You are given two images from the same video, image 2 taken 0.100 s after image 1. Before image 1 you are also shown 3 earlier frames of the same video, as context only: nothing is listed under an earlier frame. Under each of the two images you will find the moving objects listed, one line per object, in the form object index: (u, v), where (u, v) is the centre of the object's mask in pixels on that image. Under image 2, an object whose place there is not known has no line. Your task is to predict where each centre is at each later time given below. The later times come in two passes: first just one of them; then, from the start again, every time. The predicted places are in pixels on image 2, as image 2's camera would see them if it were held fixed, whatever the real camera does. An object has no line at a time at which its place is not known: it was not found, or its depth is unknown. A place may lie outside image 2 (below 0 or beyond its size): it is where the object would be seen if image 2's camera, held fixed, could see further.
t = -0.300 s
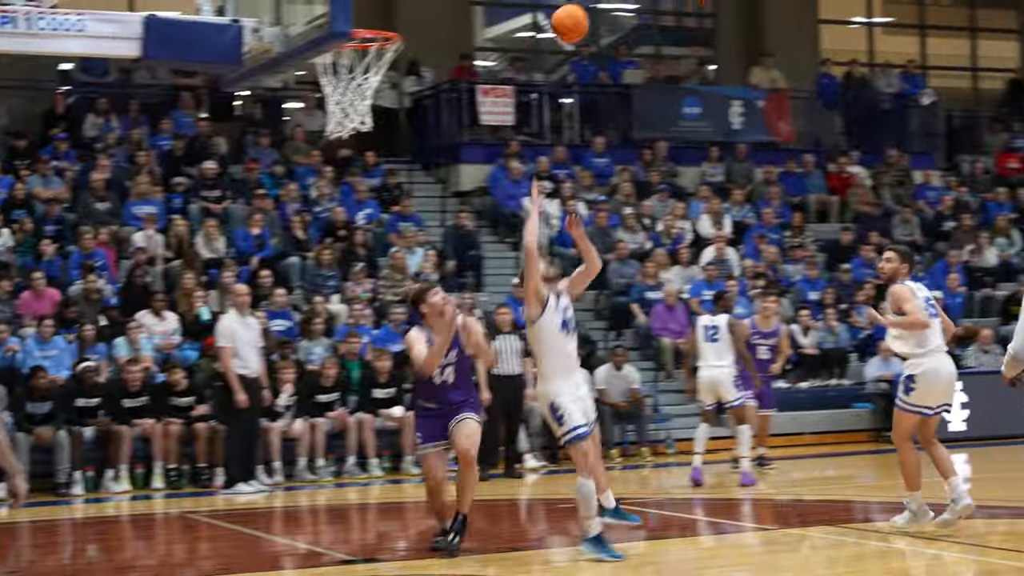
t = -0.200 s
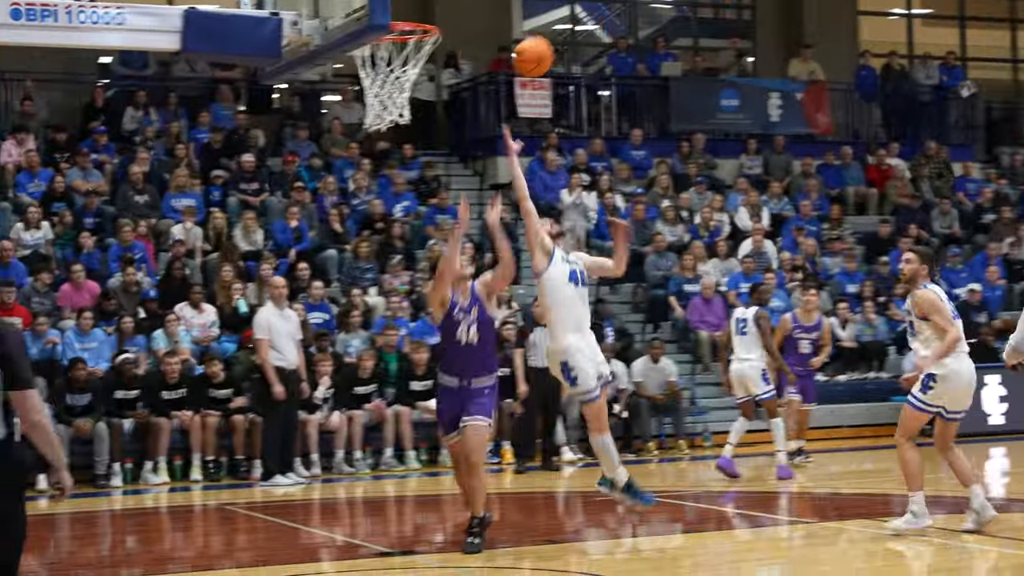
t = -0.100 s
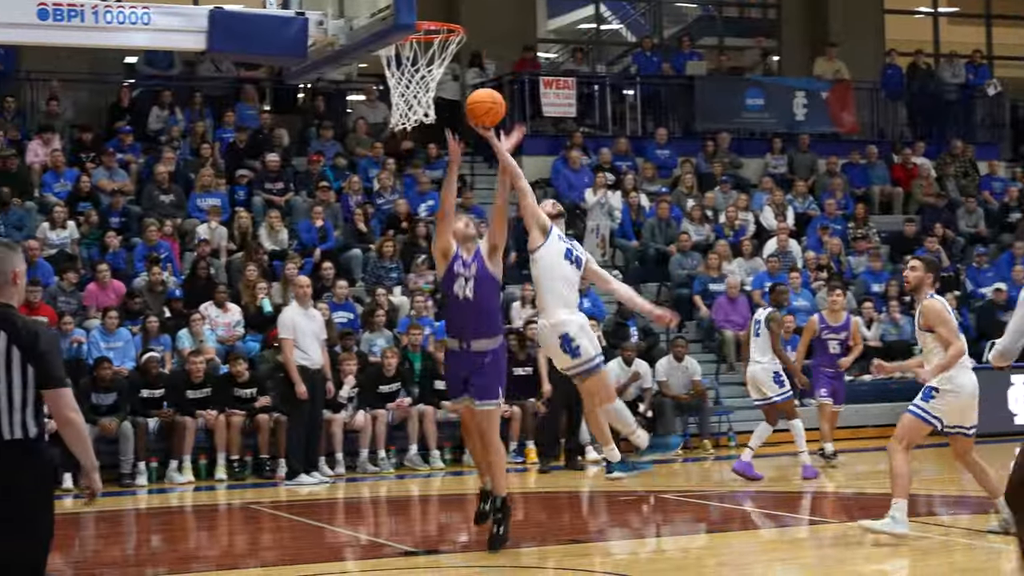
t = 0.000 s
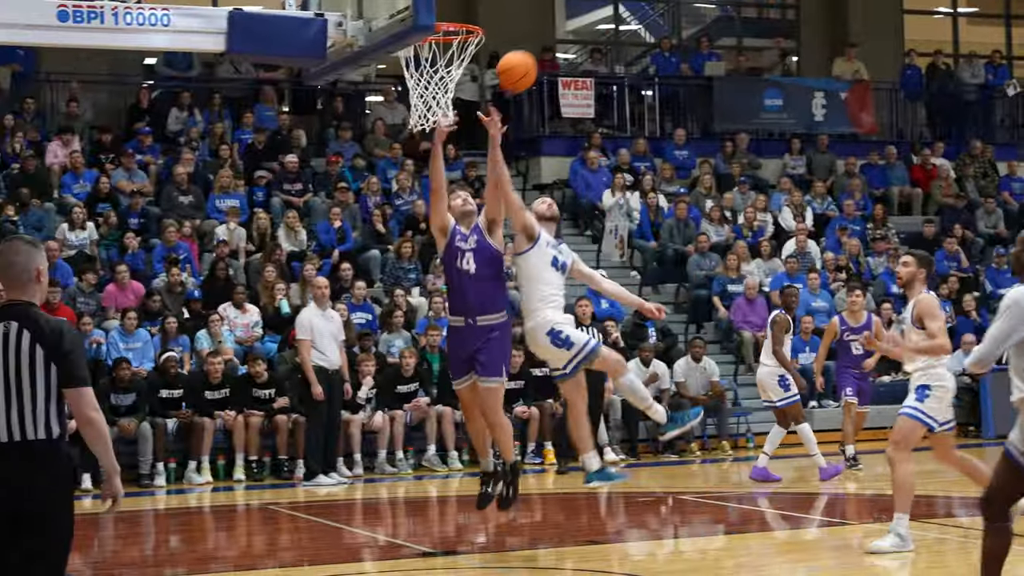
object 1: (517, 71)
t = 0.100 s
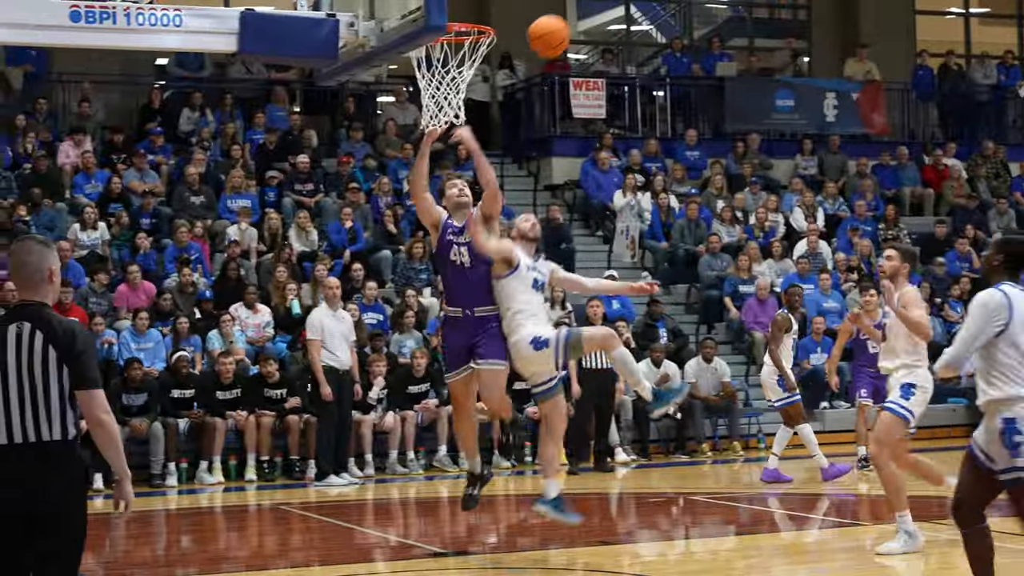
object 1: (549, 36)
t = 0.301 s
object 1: (595, 14)
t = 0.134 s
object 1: (555, 28)
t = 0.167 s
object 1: (563, 21)
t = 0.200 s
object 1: (570, 17)
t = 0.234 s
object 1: (578, 15)
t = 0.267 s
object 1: (586, 14)
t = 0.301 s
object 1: (595, 14)
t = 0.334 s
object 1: (602, 16)
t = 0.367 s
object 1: (611, 19)
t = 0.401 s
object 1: (621, 27)
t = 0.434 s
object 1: (630, 36)
